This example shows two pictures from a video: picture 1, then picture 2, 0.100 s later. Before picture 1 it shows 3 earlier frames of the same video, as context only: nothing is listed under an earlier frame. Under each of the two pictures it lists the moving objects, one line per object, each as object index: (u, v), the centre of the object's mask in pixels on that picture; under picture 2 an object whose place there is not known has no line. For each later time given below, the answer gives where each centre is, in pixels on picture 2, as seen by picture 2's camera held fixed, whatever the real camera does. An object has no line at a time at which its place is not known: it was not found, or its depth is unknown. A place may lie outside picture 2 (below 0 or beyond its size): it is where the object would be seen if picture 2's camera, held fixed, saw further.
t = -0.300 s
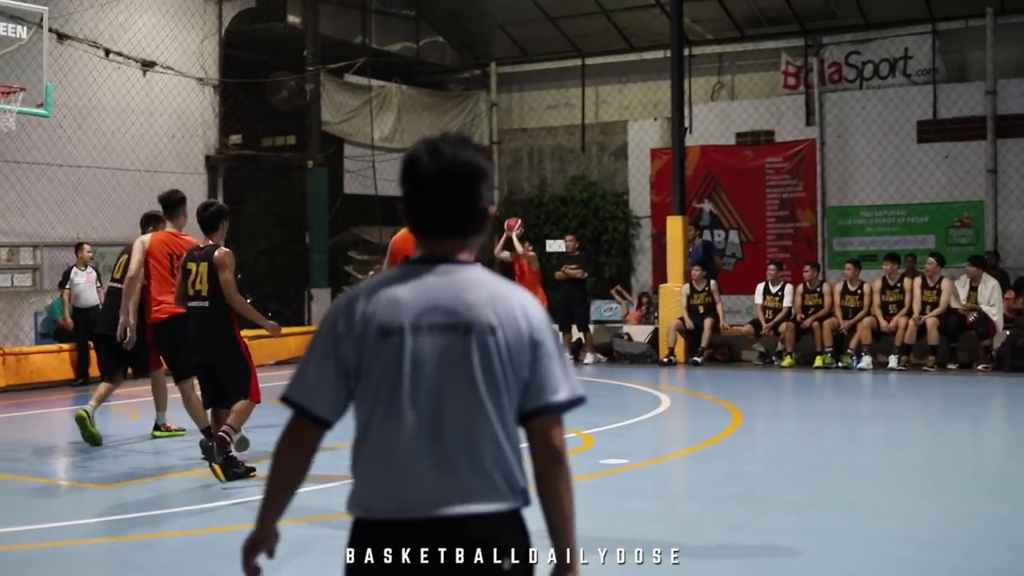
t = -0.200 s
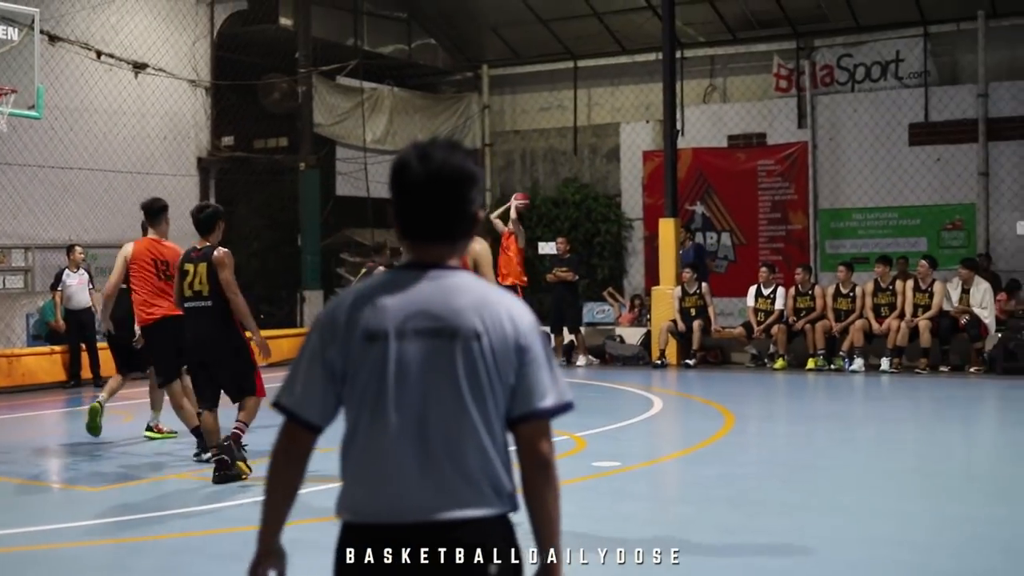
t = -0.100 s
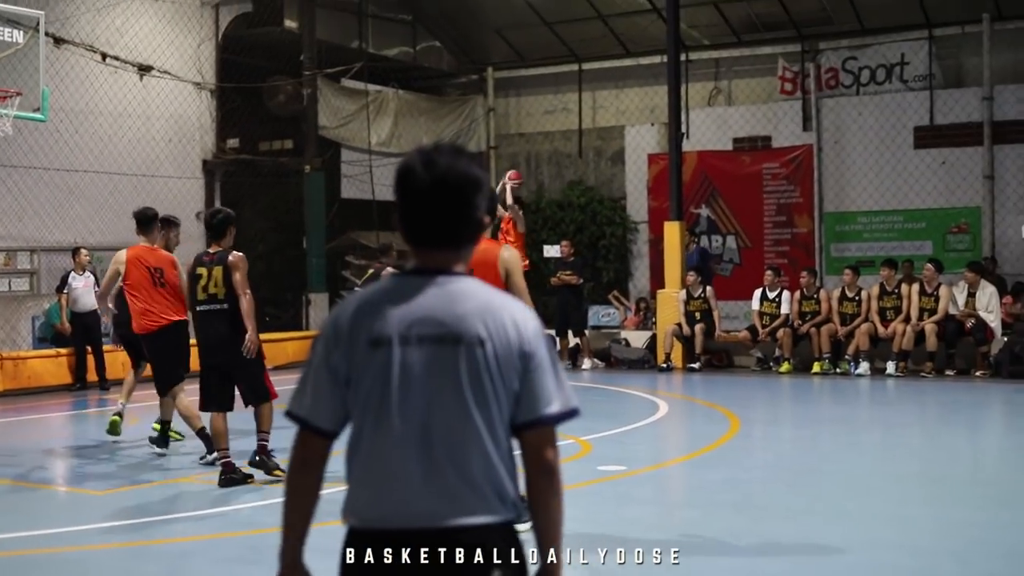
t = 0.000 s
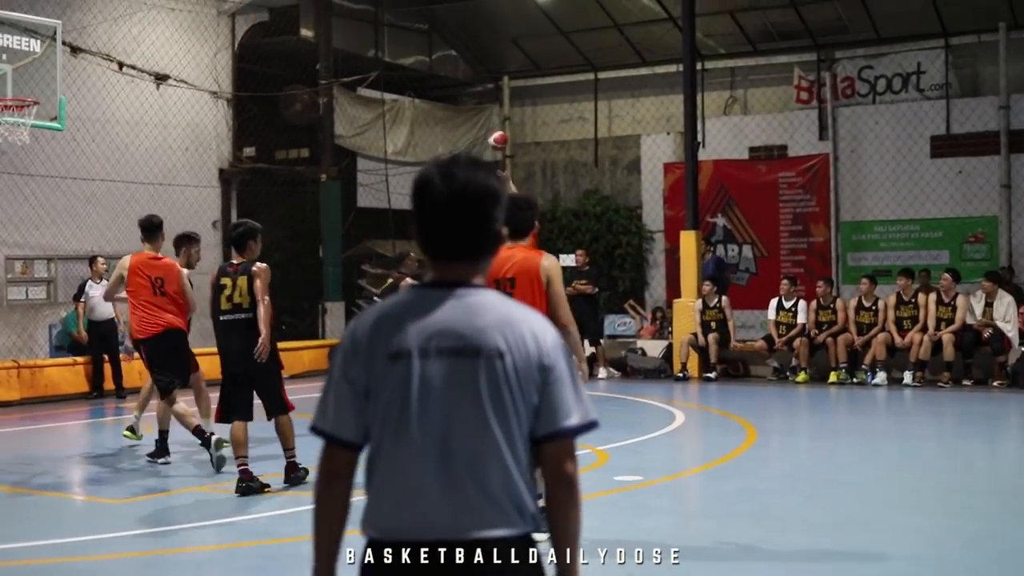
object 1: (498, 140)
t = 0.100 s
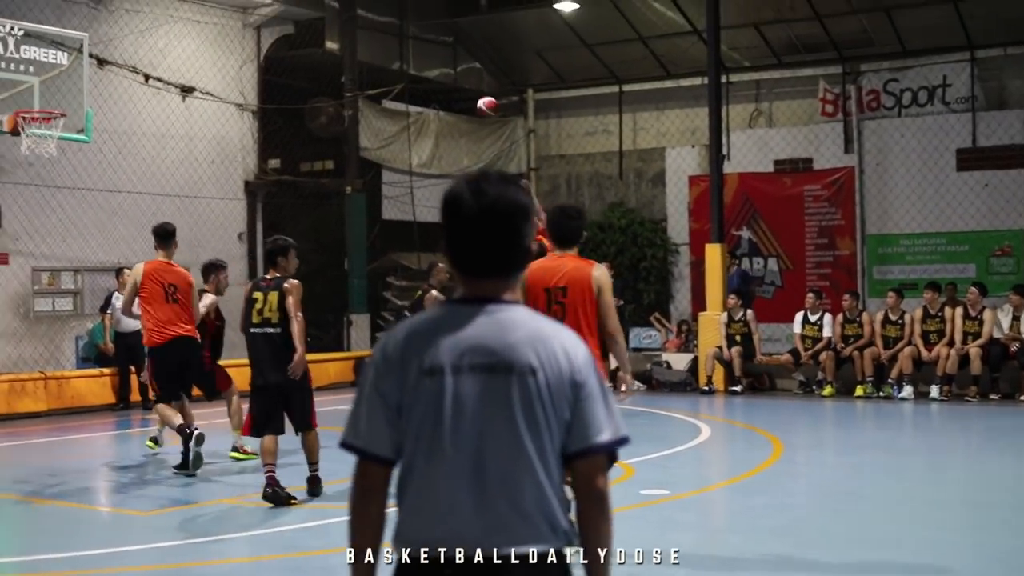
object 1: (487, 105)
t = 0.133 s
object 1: (474, 92)
